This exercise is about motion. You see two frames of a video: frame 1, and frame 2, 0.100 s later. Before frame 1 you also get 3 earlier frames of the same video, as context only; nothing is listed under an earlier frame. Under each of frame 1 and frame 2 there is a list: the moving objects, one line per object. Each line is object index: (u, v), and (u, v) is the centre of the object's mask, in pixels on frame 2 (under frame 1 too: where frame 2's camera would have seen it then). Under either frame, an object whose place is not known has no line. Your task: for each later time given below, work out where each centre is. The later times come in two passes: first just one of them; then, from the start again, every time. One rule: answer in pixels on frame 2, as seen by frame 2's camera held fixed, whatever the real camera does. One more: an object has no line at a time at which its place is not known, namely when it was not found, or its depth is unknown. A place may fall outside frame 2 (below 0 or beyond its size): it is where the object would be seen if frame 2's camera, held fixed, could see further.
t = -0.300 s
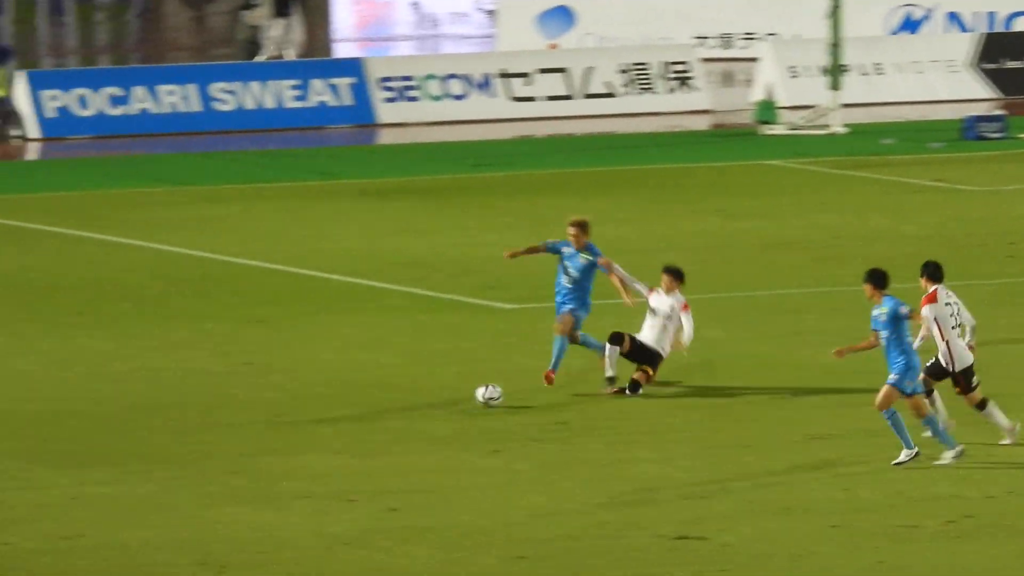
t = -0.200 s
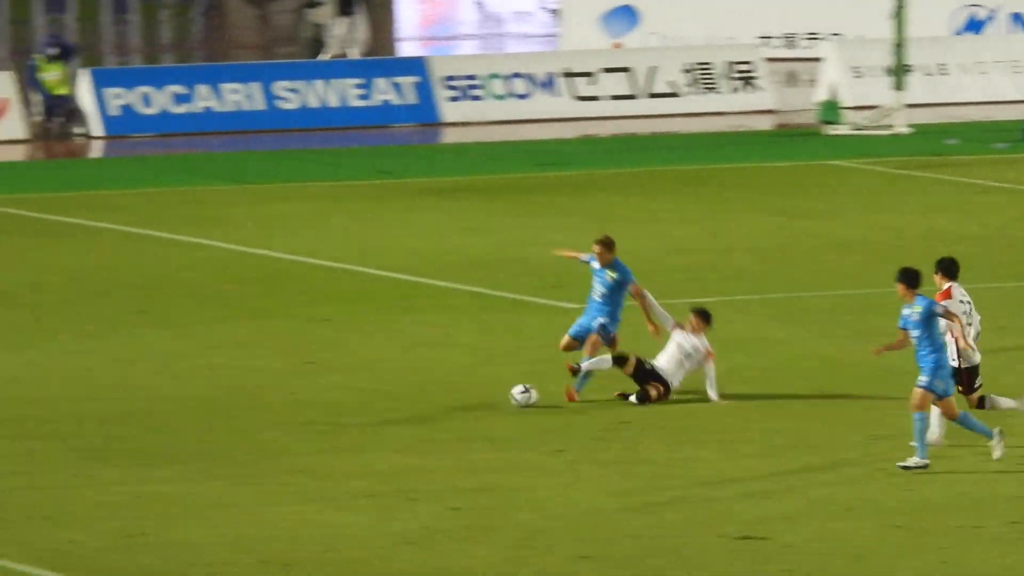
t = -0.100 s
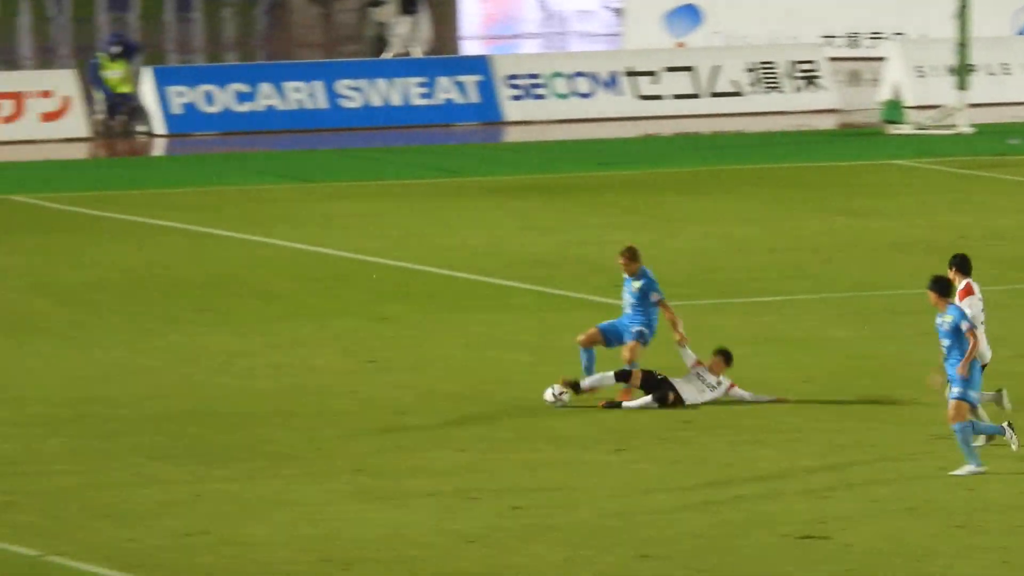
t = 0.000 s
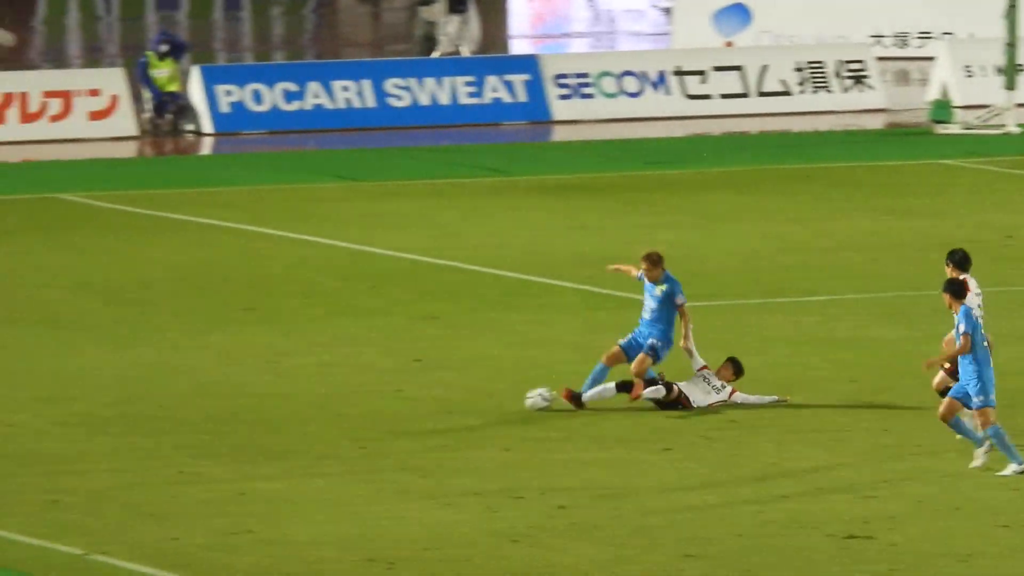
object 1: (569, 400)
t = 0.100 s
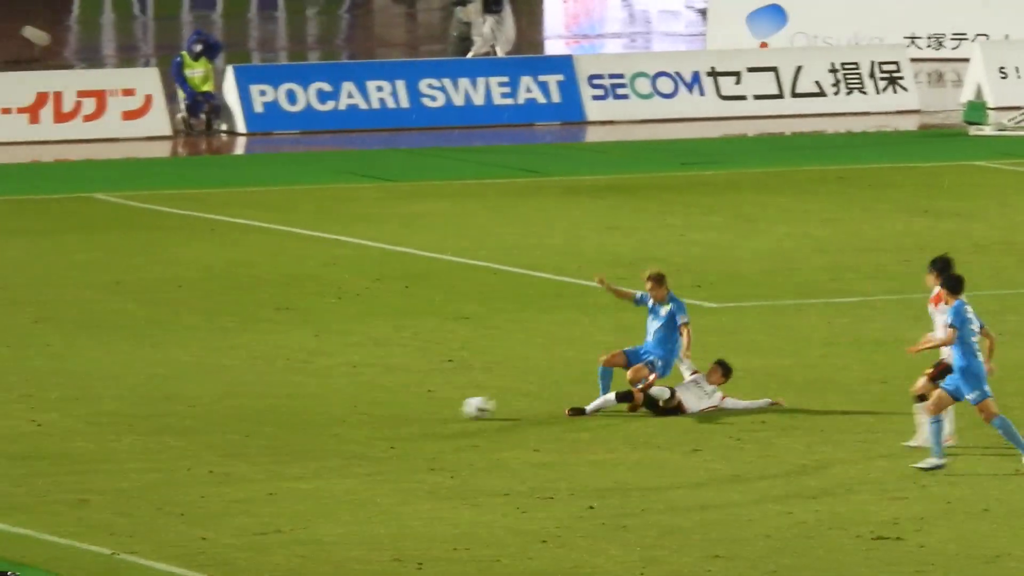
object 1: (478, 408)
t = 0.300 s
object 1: (304, 424)
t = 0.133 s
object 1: (446, 411)
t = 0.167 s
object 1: (416, 414)
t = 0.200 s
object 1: (387, 416)
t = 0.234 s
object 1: (360, 419)
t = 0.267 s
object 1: (332, 421)
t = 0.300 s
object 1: (304, 424)
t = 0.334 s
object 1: (278, 426)
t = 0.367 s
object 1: (251, 428)
